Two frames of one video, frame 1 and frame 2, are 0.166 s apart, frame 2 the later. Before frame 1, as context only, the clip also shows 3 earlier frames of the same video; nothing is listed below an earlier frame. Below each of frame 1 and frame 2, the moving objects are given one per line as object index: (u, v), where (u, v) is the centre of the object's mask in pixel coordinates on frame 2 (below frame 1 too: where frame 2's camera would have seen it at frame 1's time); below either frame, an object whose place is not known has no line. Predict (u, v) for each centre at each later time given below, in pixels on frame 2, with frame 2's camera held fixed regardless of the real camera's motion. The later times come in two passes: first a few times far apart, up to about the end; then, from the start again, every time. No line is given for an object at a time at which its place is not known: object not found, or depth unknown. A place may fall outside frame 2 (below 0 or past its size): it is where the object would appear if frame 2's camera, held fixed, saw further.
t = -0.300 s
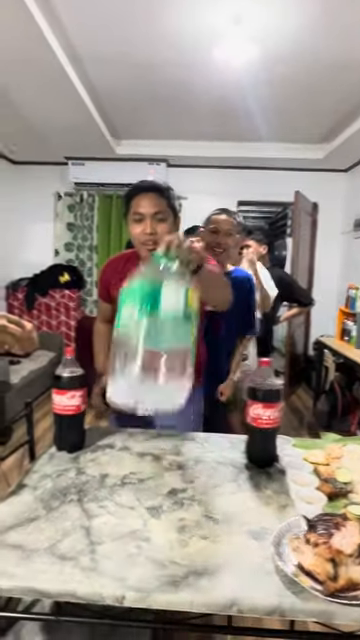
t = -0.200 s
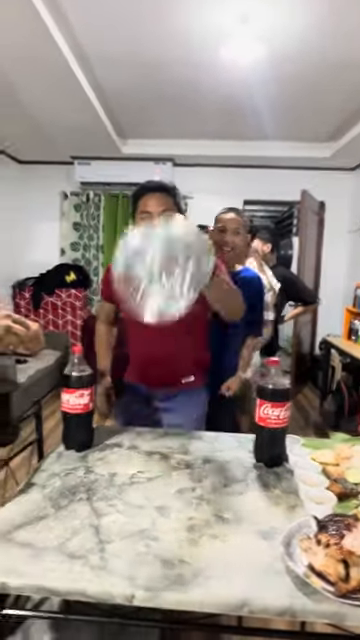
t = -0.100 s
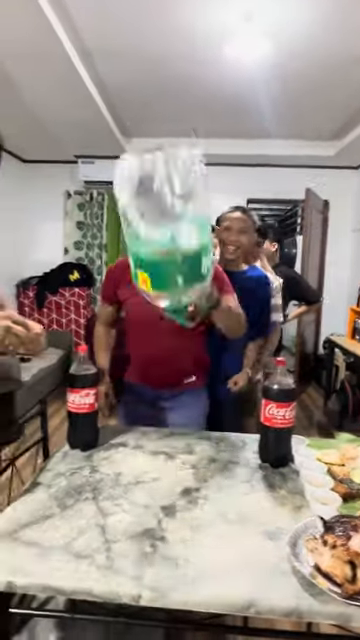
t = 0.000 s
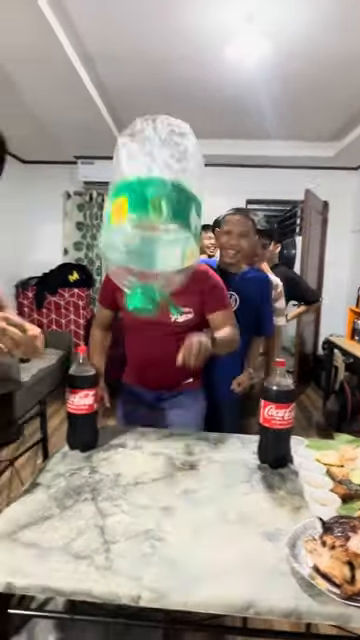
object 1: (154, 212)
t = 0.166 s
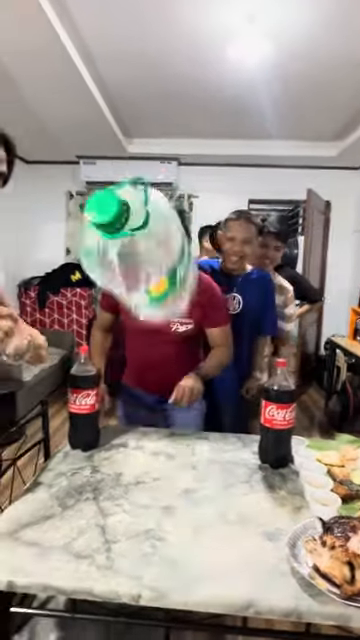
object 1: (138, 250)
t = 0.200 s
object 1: (139, 280)
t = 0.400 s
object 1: (148, 456)
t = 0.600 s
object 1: (164, 448)
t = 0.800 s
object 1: (163, 452)
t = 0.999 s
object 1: (166, 453)
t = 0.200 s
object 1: (139, 280)
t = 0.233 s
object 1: (139, 316)
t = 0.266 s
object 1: (139, 357)
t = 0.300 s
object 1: (136, 384)
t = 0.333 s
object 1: (136, 427)
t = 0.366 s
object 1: (143, 465)
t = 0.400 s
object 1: (148, 456)
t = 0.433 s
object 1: (151, 450)
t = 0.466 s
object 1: (154, 448)
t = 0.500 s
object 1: (157, 445)
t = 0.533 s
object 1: (160, 444)
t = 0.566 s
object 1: (162, 446)
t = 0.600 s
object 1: (164, 448)
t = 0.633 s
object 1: (165, 451)
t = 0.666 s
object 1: (163, 455)
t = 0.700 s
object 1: (164, 455)
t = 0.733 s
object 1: (164, 451)
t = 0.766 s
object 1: (164, 452)
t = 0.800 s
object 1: (163, 452)
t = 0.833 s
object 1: (164, 452)
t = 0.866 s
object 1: (164, 453)
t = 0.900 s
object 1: (166, 453)
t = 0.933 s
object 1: (167, 453)
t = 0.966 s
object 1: (167, 454)
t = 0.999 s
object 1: (166, 453)
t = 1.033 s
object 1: (164, 453)
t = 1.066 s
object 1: (164, 451)
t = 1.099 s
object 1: (163, 449)
